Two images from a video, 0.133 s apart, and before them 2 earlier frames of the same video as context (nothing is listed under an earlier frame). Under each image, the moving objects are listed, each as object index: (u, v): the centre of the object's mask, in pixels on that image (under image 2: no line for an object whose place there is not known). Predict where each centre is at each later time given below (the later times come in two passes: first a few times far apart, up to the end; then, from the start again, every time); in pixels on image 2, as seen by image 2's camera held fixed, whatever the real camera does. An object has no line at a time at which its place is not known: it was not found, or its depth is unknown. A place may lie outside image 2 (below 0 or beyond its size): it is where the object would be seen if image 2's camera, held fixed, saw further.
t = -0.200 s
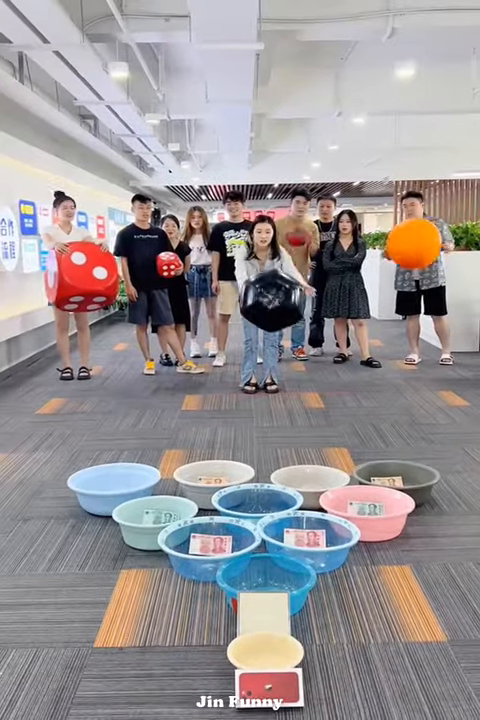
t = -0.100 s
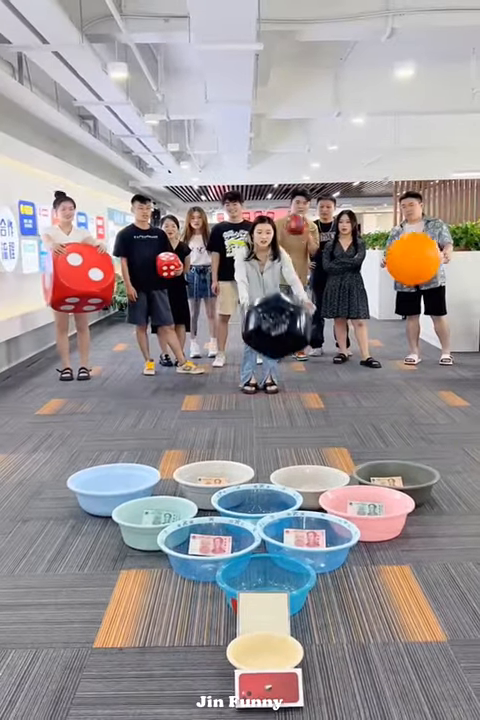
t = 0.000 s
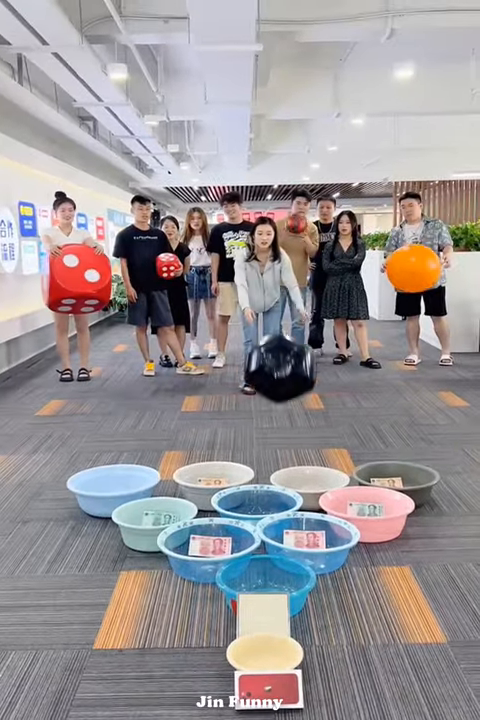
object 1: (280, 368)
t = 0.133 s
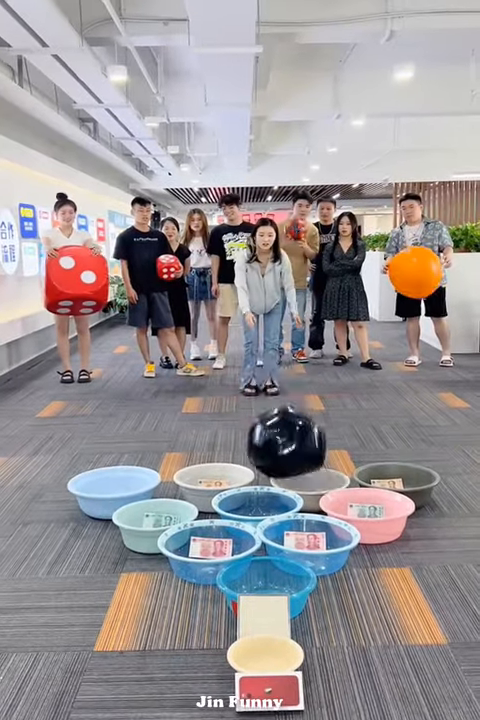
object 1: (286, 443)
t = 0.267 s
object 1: (269, 398)
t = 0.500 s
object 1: (243, 370)
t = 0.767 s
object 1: (213, 427)
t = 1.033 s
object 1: (217, 450)
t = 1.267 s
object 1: (219, 449)
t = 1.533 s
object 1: (213, 451)
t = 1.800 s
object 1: (213, 451)
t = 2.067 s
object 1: (213, 452)
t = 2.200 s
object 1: (213, 454)
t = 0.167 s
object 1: (281, 432)
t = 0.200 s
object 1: (277, 419)
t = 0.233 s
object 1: (274, 409)
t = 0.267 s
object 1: (269, 398)
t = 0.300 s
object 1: (265, 390)
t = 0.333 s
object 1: (262, 382)
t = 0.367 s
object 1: (258, 377)
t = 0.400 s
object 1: (254, 373)
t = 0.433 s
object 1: (250, 370)
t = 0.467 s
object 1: (246, 369)
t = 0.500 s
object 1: (243, 370)
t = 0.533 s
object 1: (239, 371)
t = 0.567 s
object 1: (235, 375)
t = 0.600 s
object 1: (230, 380)
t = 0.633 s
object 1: (227, 388)
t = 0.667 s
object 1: (223, 396)
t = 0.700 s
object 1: (220, 405)
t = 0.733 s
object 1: (216, 415)
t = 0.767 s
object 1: (213, 427)
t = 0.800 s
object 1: (210, 441)
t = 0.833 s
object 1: (208, 450)
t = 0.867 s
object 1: (210, 450)
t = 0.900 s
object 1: (212, 452)
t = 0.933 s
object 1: (213, 453)
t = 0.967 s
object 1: (215, 452)
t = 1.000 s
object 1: (216, 451)
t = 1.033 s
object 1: (217, 450)
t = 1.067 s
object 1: (219, 448)
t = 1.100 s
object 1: (220, 447)
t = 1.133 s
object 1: (221, 448)
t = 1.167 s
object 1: (222, 448)
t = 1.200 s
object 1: (221, 448)
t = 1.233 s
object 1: (221, 448)
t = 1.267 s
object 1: (219, 449)
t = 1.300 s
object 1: (218, 450)
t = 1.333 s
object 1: (216, 449)
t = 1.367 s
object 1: (213, 451)
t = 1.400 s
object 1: (211, 451)
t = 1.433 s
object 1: (211, 451)
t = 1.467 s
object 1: (211, 451)
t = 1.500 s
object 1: (212, 451)
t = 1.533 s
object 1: (213, 451)
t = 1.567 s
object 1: (213, 452)
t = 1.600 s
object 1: (213, 451)
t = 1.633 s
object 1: (213, 451)
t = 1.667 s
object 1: (213, 451)
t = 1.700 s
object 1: (213, 451)
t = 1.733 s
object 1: (213, 451)
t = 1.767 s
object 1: (213, 451)
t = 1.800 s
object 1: (213, 451)
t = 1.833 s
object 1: (213, 451)
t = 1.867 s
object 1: (213, 451)
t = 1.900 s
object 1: (213, 452)
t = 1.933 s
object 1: (213, 452)
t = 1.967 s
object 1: (213, 452)
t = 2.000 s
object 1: (212, 452)
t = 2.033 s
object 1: (213, 452)
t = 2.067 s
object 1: (213, 452)
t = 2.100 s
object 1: (213, 452)
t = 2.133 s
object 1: (213, 452)
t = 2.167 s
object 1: (212, 454)
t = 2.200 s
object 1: (213, 454)
